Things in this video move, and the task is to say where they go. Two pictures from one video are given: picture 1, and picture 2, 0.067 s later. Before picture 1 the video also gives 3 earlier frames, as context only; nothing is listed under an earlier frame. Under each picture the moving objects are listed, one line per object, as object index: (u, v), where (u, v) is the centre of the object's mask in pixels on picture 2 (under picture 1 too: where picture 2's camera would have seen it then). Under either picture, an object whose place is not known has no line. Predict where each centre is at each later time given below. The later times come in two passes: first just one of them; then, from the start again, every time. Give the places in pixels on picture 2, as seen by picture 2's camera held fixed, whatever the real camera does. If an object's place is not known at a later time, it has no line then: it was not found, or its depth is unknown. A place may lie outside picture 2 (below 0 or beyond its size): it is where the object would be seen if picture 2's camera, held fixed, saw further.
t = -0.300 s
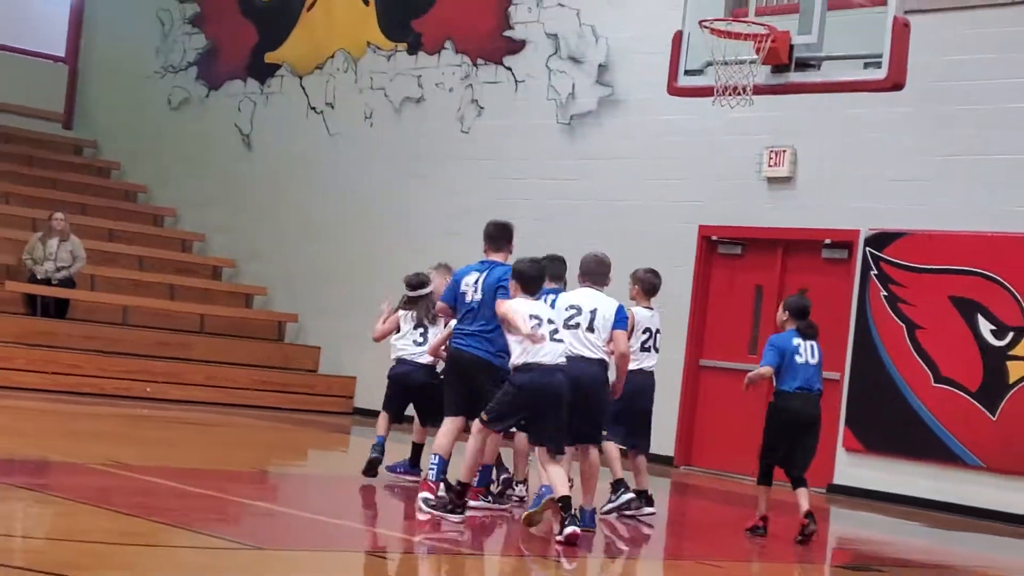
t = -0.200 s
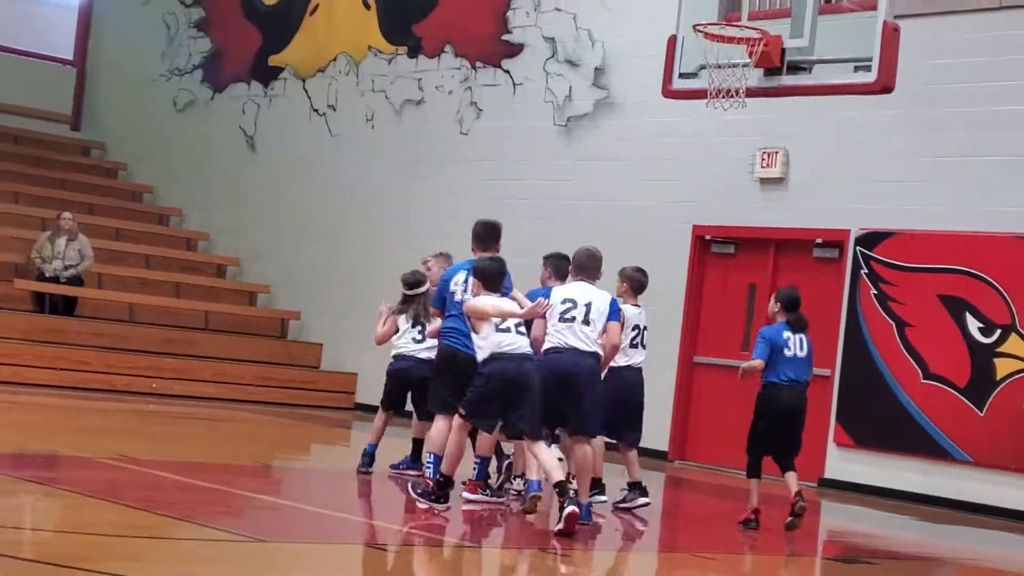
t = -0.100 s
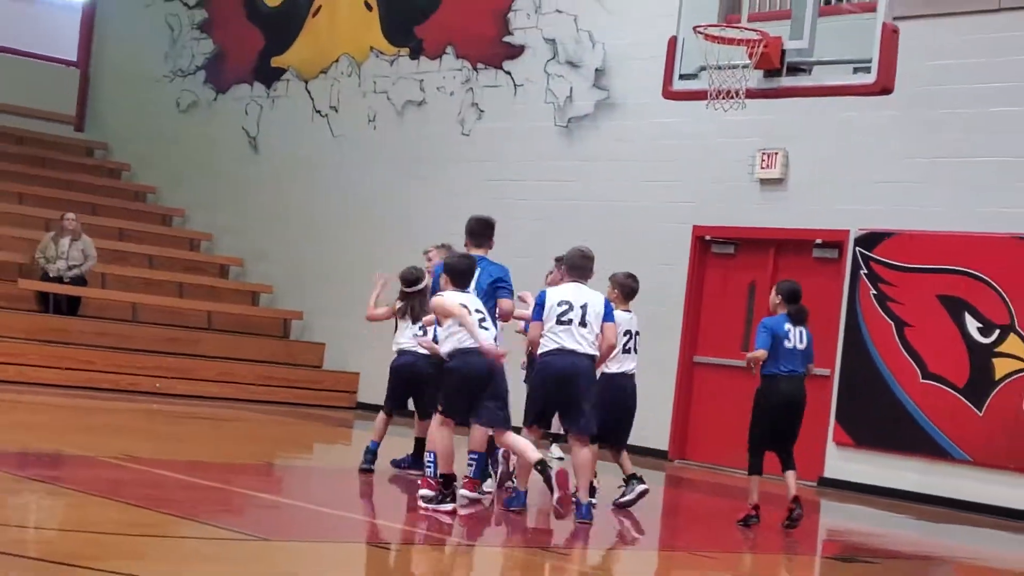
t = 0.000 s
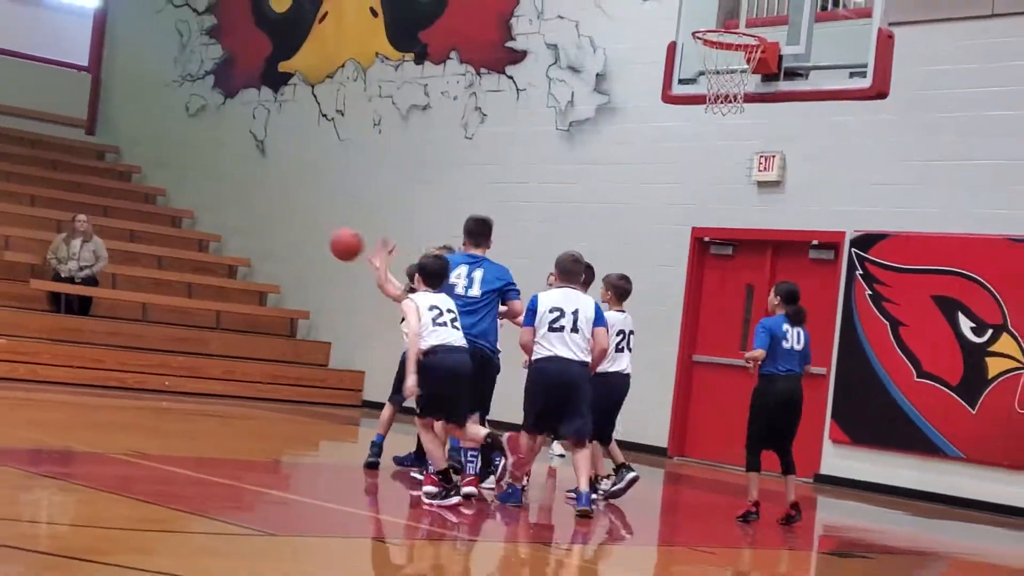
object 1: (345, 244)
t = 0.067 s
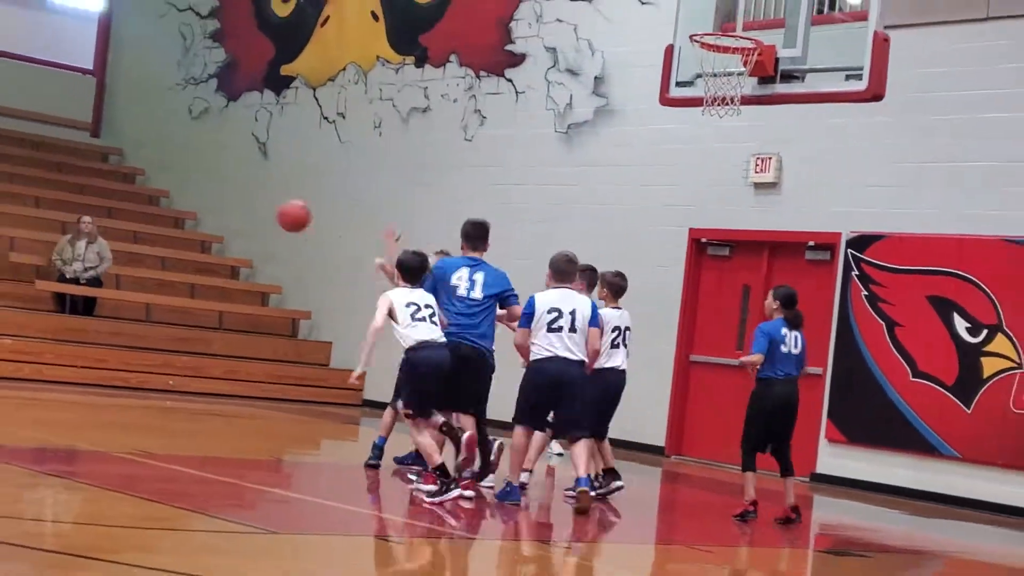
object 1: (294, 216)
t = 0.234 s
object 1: (148, 165)
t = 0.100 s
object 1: (266, 202)
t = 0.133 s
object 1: (238, 191)
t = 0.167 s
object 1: (209, 180)
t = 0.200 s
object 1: (179, 172)
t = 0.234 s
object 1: (148, 165)
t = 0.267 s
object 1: (117, 158)
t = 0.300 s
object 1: (86, 154)
